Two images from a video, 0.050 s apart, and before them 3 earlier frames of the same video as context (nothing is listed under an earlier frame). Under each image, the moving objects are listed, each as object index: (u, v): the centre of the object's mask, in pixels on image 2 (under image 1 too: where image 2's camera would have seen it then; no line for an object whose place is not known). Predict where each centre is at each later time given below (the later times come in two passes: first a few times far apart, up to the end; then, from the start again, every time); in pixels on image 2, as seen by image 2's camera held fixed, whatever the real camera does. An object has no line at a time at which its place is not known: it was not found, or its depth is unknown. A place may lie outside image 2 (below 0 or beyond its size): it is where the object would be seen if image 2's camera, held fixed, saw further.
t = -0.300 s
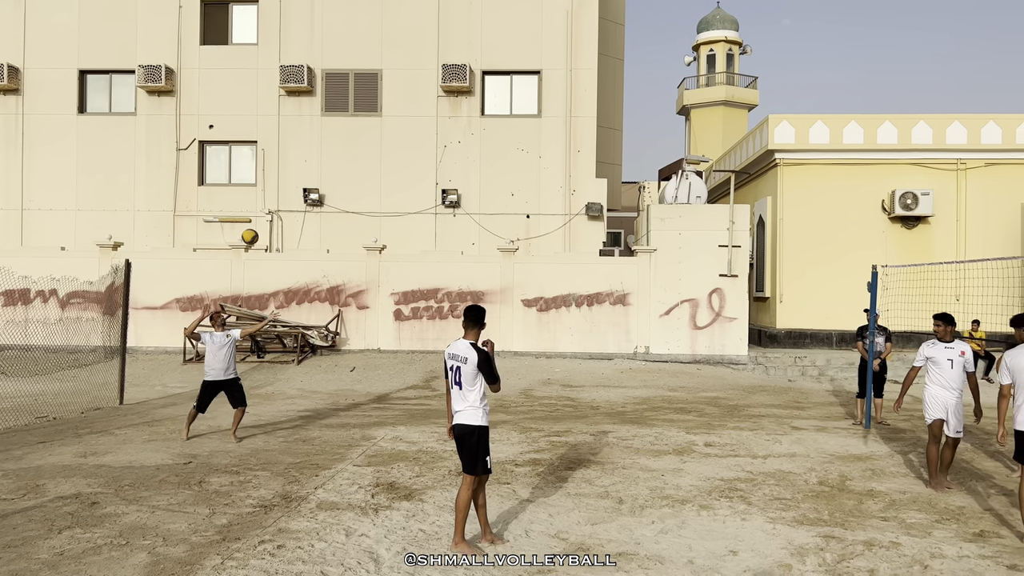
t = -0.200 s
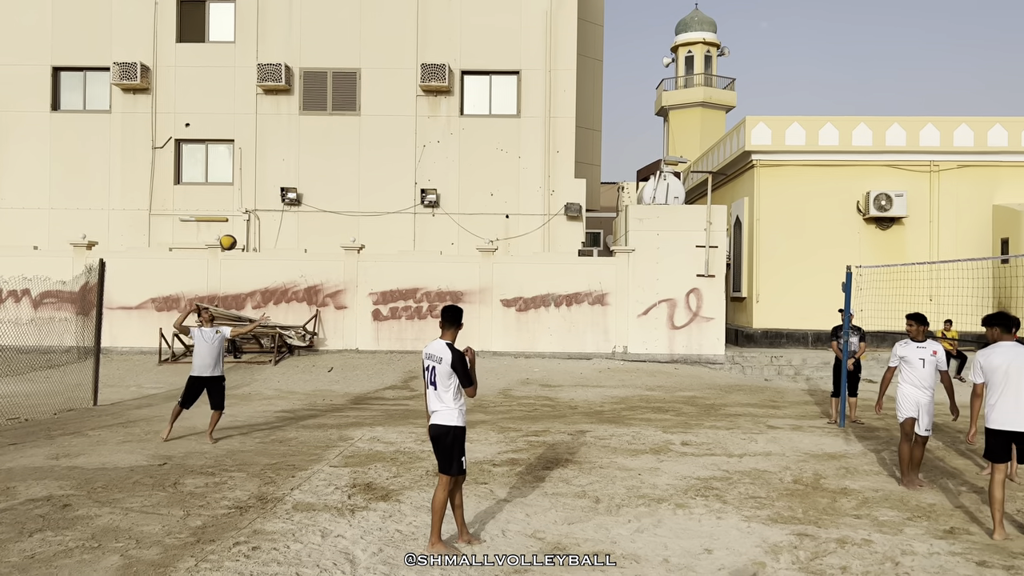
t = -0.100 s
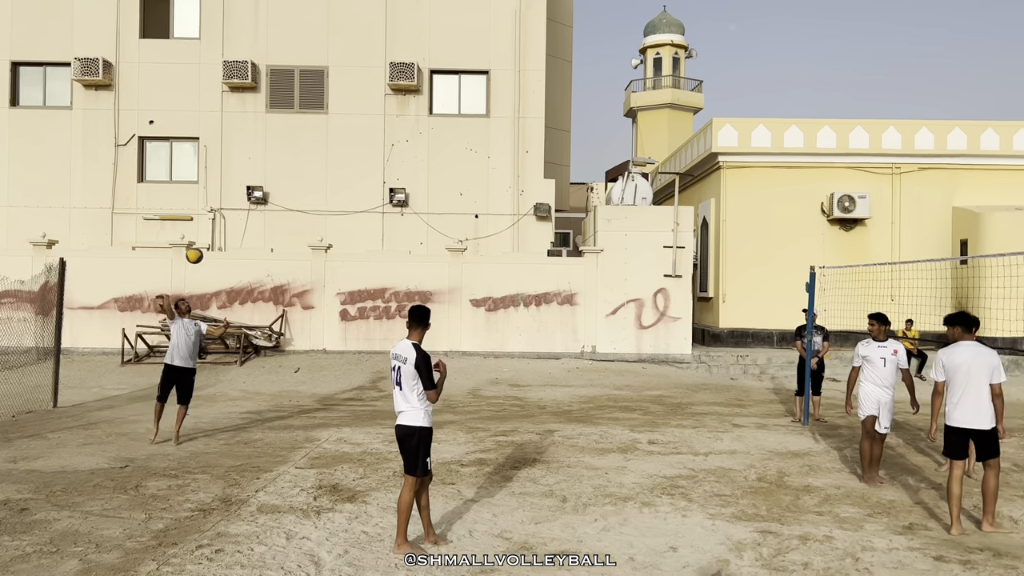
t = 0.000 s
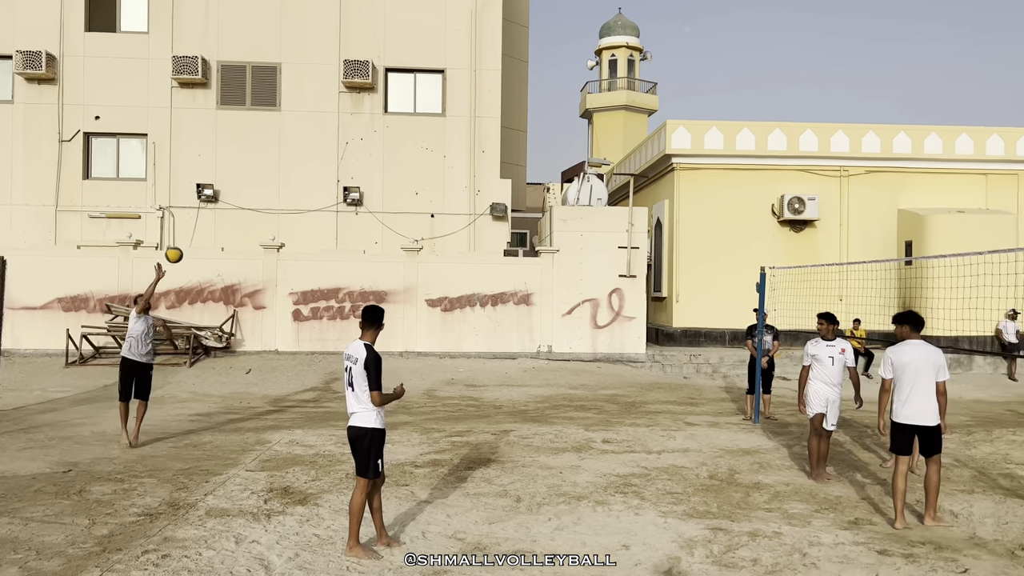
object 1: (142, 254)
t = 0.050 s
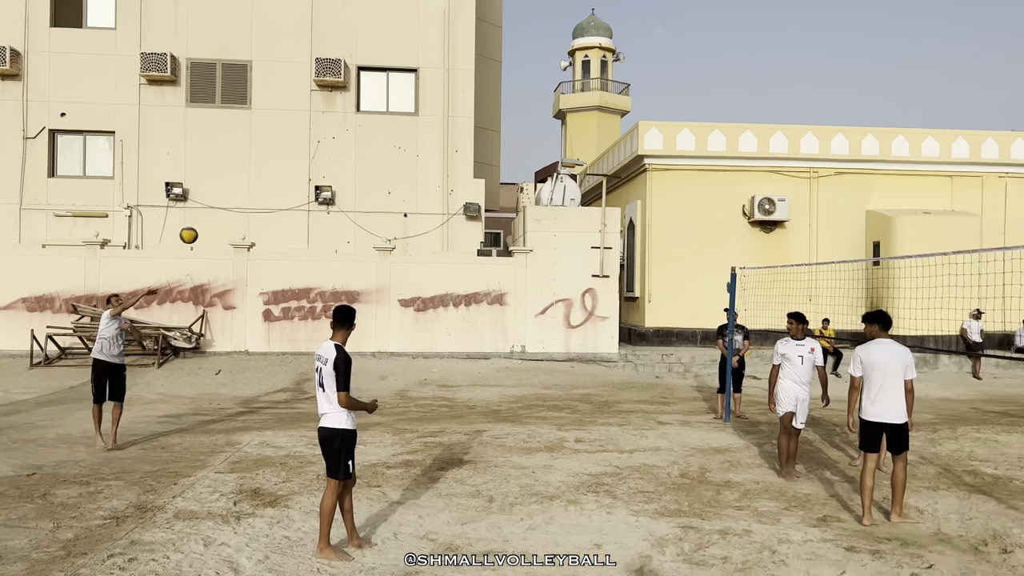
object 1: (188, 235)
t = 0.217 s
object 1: (347, 183)
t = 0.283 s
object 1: (412, 166)
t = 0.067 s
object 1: (204, 229)
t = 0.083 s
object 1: (219, 223)
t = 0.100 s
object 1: (235, 218)
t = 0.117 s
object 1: (251, 212)
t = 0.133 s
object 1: (267, 207)
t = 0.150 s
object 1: (283, 202)
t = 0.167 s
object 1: (299, 197)
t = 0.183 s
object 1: (315, 192)
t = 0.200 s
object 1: (331, 187)
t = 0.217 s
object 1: (347, 183)
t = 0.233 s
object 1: (363, 178)
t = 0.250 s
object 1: (379, 174)
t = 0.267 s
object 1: (396, 170)
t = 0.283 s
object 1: (412, 166)
